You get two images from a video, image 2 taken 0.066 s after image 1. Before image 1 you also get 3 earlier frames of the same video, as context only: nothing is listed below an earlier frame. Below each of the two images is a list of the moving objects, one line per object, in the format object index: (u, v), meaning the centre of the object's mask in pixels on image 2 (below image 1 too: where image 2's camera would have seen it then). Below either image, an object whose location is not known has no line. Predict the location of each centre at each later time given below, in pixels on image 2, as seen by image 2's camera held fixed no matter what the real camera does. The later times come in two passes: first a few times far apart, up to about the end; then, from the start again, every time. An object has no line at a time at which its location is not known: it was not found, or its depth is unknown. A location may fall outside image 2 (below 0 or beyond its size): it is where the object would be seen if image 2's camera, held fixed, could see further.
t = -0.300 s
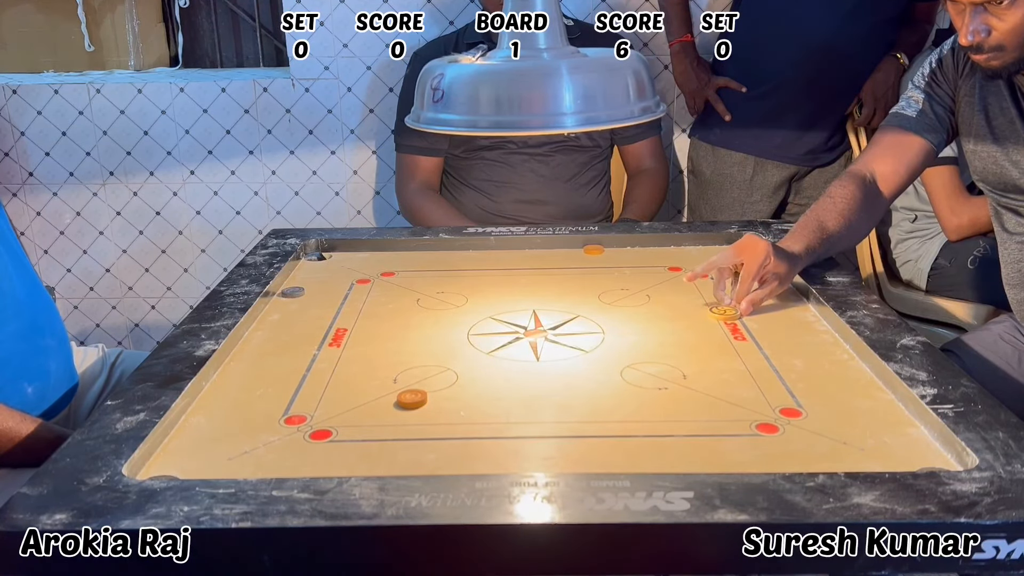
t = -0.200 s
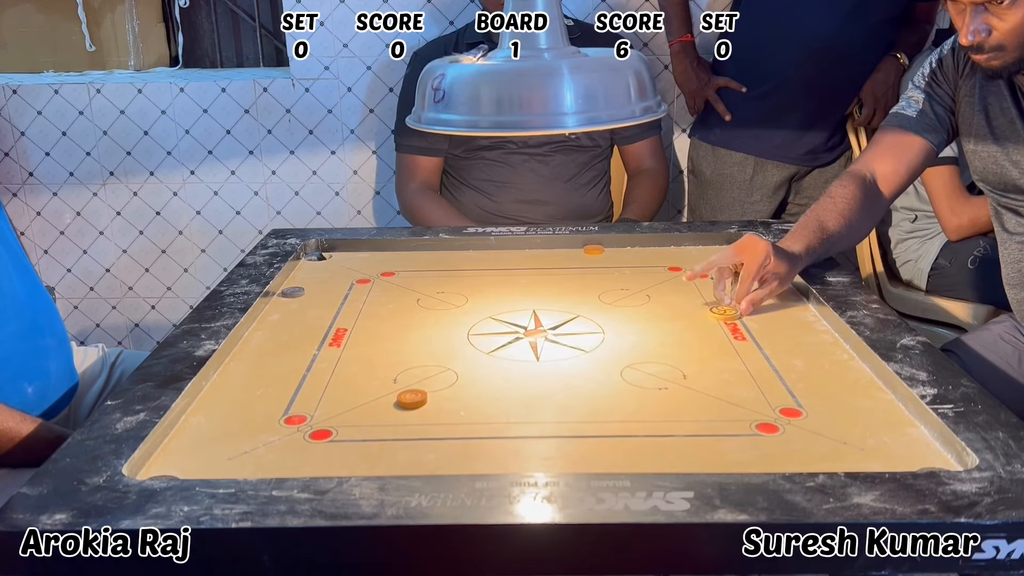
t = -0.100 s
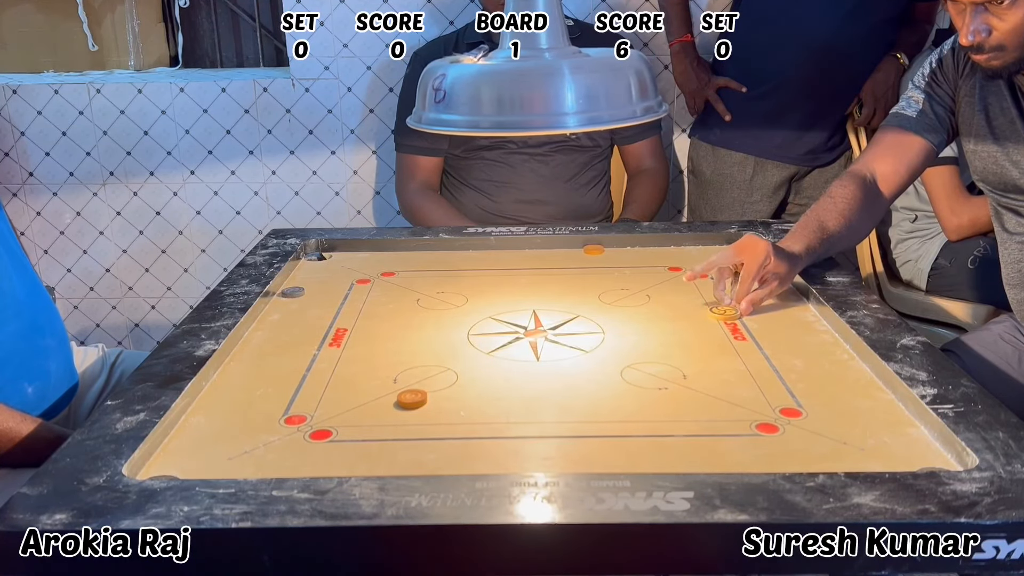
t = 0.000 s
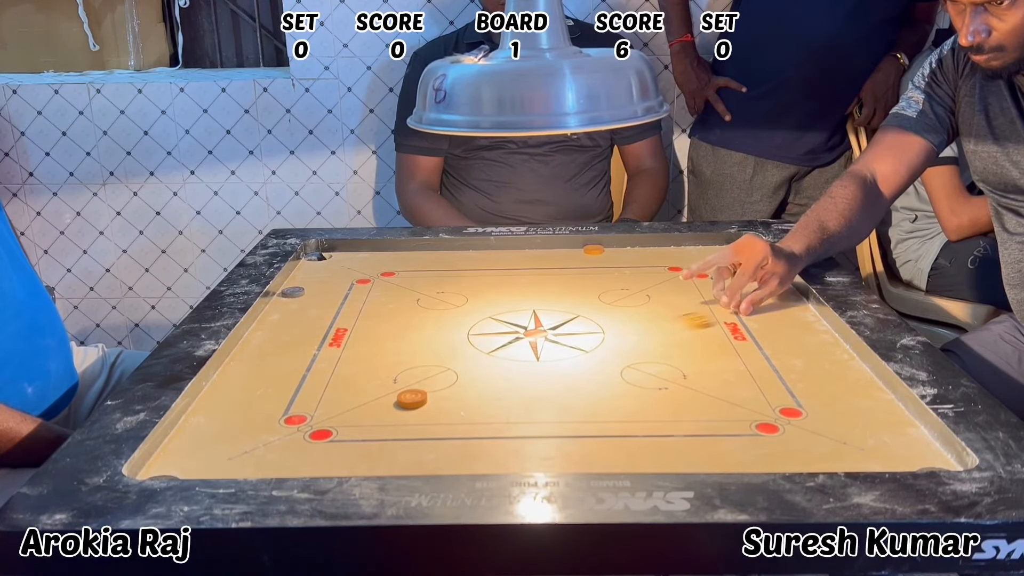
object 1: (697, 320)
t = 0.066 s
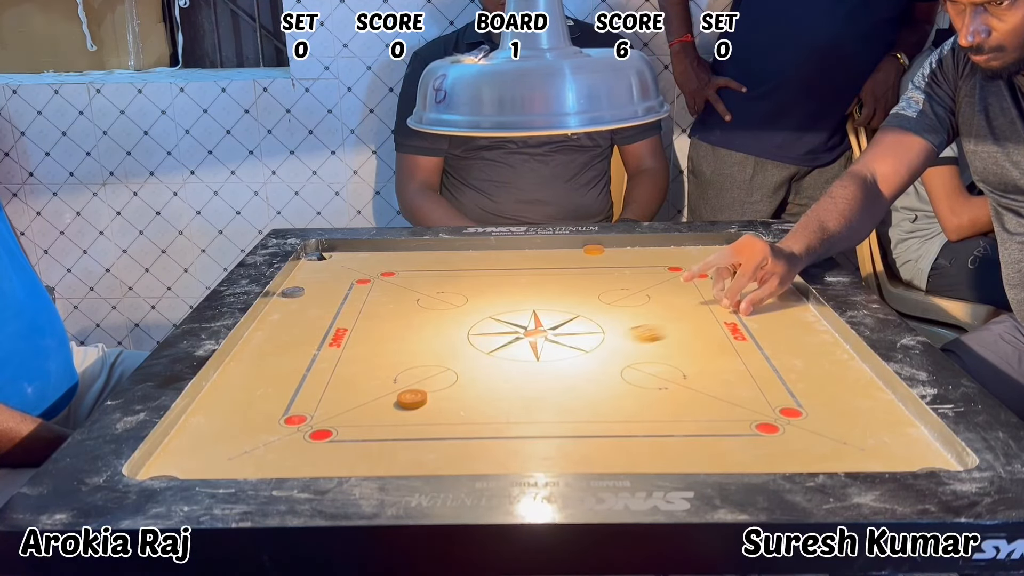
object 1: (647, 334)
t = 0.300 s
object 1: (468, 380)
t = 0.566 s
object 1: (359, 401)
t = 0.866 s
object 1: (326, 406)
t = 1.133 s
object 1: (325, 406)
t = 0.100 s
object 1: (622, 340)
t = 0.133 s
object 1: (596, 348)
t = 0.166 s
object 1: (571, 355)
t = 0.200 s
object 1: (544, 361)
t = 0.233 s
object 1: (519, 367)
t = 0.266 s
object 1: (493, 373)
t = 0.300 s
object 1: (468, 380)
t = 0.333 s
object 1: (444, 386)
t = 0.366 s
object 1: (427, 390)
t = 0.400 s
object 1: (413, 392)
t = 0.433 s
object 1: (400, 394)
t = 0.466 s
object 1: (388, 396)
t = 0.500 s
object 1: (377, 398)
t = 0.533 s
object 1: (368, 399)
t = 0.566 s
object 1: (359, 401)
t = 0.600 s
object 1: (351, 402)
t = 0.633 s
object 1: (344, 403)
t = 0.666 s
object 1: (338, 404)
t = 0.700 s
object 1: (334, 405)
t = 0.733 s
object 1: (330, 405)
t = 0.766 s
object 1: (328, 405)
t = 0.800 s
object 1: (326, 406)
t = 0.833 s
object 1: (326, 406)
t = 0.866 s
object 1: (326, 406)
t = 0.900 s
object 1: (326, 406)
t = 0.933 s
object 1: (326, 406)
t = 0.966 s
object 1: (326, 406)
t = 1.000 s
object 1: (326, 406)
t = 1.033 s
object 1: (326, 406)
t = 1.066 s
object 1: (326, 405)
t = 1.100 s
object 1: (326, 406)
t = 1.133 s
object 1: (325, 406)
